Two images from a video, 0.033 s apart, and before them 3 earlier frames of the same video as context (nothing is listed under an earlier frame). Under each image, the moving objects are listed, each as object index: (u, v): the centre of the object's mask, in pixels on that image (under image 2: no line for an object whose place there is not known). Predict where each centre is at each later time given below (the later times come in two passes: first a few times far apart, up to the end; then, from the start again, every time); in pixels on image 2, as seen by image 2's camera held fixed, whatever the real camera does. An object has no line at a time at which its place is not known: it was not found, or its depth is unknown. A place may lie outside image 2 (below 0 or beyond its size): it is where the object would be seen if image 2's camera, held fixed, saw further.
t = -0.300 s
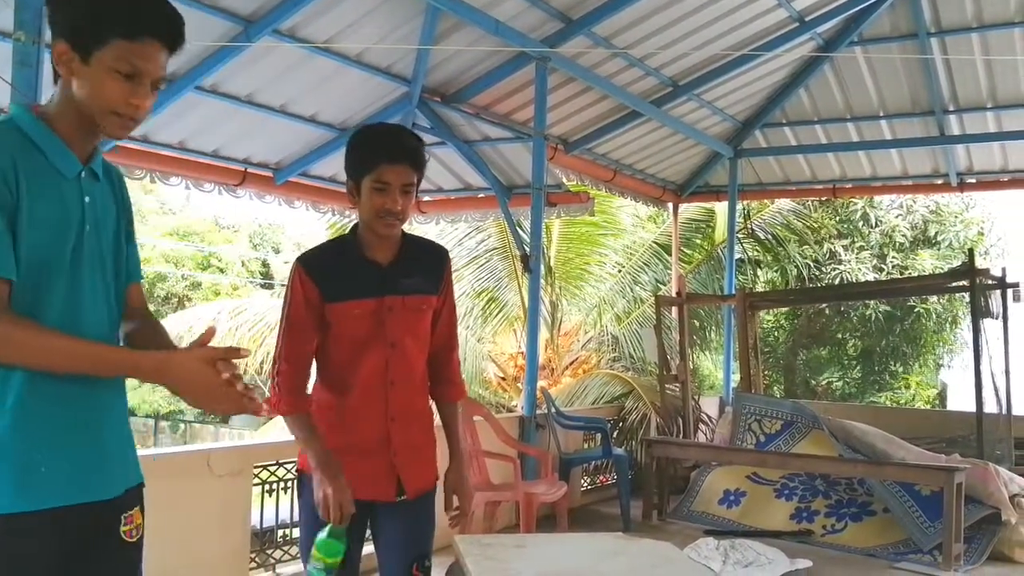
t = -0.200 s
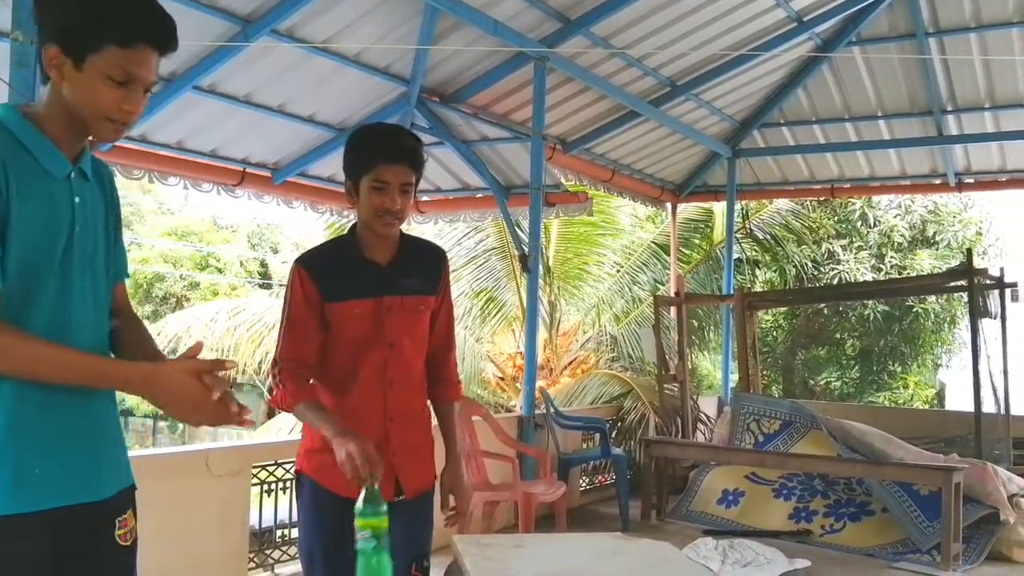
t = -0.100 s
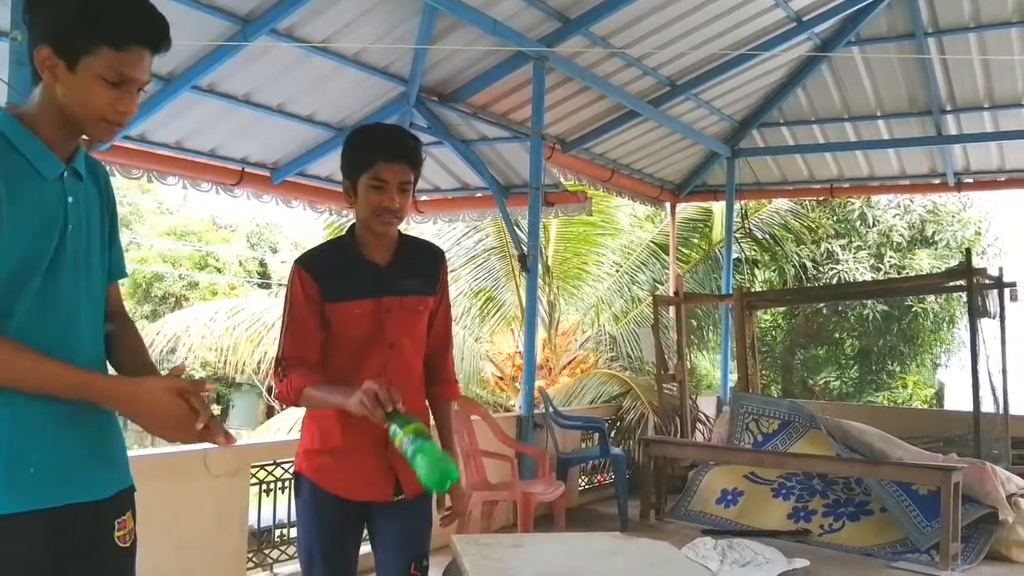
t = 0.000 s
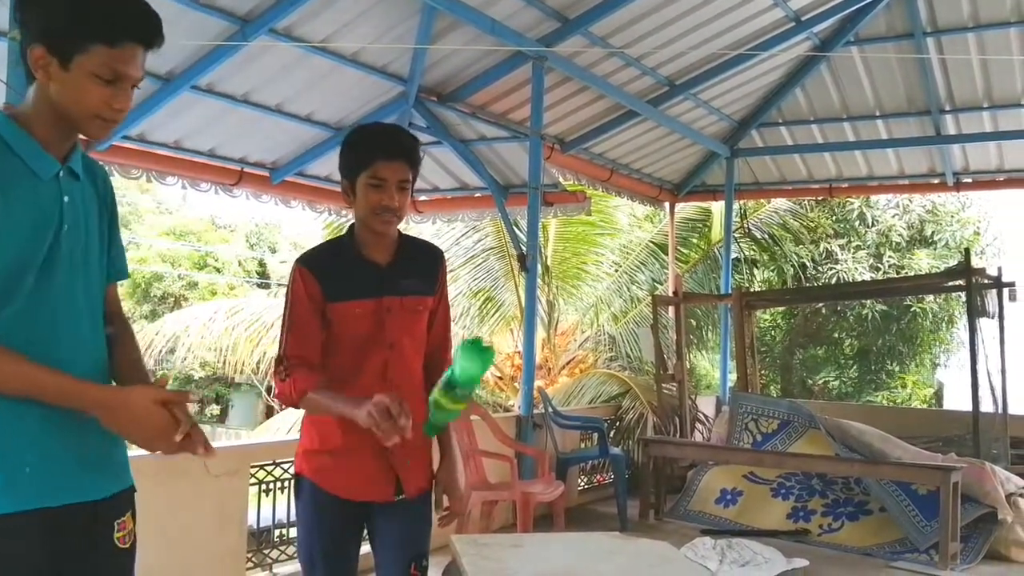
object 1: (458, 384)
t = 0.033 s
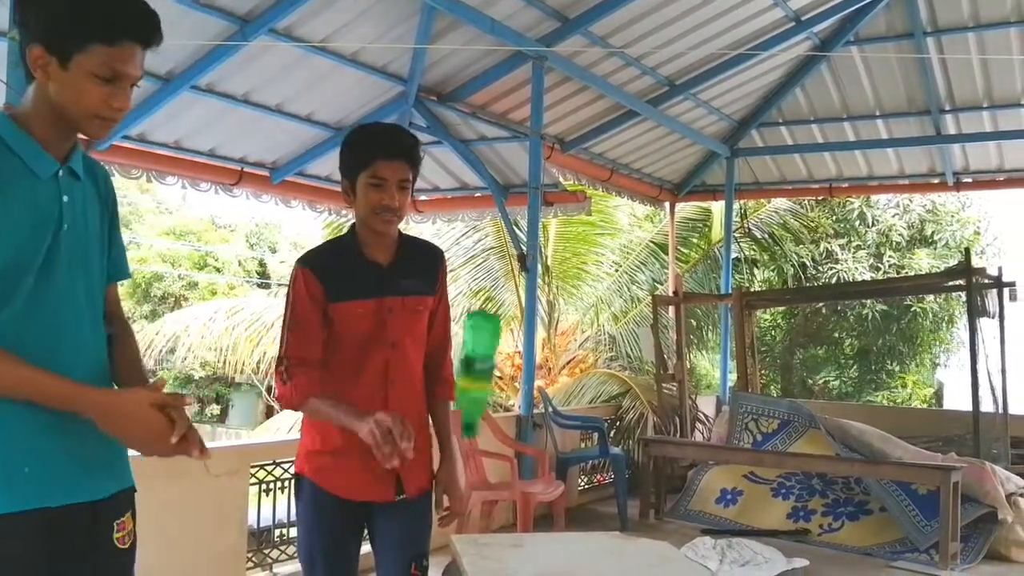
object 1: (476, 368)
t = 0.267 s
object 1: (575, 313)
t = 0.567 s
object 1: (671, 502)
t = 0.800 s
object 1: (694, 551)
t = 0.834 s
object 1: (700, 561)
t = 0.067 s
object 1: (497, 349)
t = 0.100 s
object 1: (517, 327)
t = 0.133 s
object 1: (533, 308)
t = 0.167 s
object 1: (546, 294)
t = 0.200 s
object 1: (556, 290)
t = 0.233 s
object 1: (566, 295)
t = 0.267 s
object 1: (575, 313)
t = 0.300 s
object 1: (586, 340)
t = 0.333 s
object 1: (597, 378)
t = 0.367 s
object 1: (609, 427)
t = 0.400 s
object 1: (619, 477)
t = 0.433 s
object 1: (630, 480)
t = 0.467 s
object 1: (641, 481)
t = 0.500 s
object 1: (651, 483)
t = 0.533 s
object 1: (661, 490)
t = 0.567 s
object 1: (671, 502)
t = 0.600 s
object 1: (682, 523)
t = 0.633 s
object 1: (689, 549)
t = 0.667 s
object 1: (691, 550)
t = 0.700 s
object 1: (691, 544)
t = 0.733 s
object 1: (691, 542)
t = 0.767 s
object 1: (691, 547)
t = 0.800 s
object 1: (694, 551)
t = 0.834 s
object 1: (700, 561)
